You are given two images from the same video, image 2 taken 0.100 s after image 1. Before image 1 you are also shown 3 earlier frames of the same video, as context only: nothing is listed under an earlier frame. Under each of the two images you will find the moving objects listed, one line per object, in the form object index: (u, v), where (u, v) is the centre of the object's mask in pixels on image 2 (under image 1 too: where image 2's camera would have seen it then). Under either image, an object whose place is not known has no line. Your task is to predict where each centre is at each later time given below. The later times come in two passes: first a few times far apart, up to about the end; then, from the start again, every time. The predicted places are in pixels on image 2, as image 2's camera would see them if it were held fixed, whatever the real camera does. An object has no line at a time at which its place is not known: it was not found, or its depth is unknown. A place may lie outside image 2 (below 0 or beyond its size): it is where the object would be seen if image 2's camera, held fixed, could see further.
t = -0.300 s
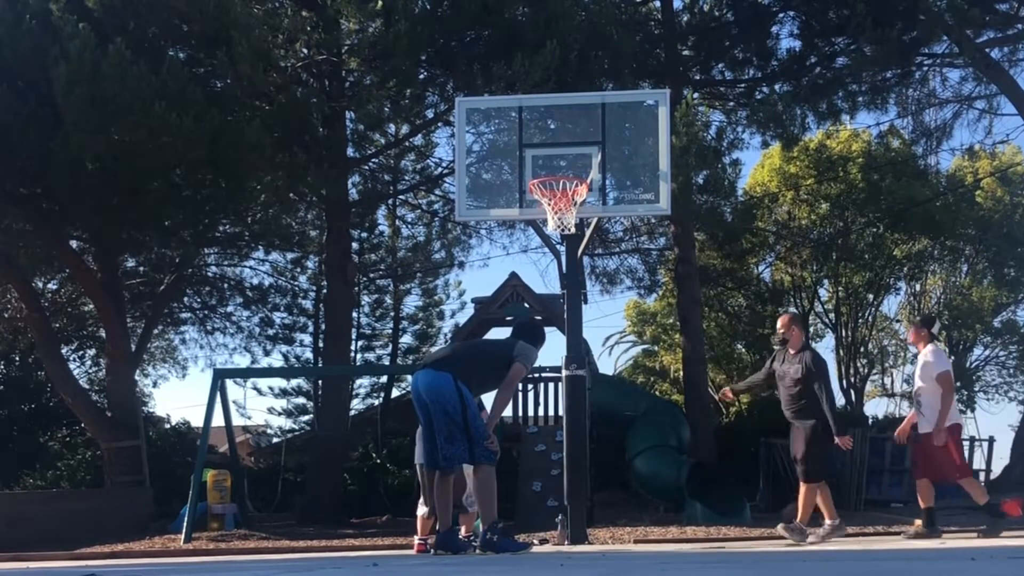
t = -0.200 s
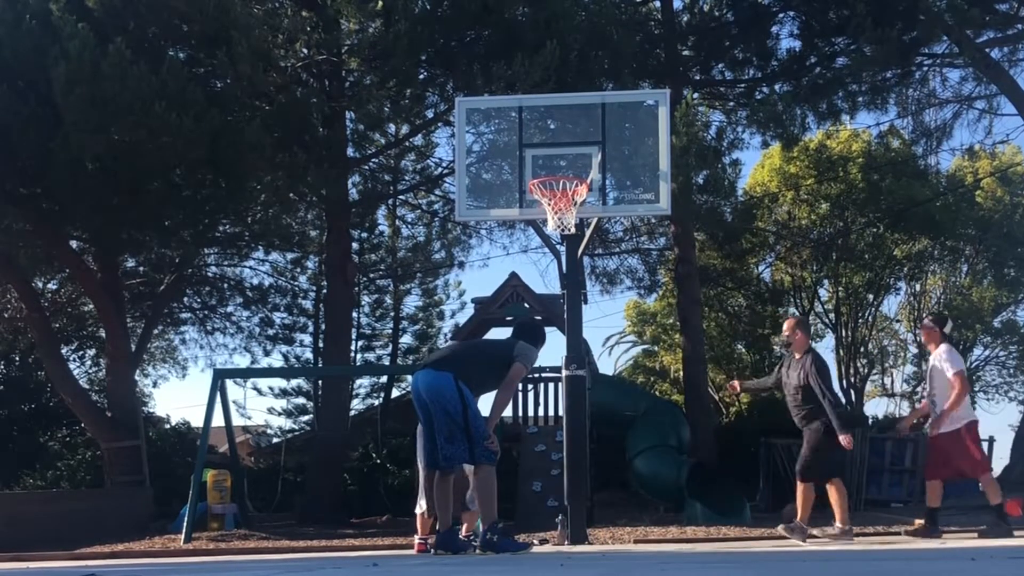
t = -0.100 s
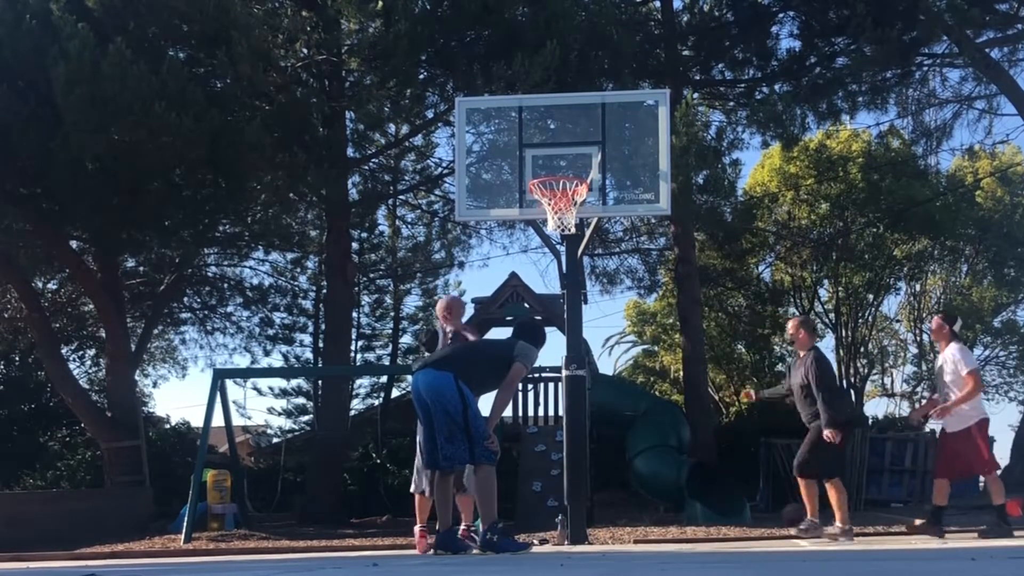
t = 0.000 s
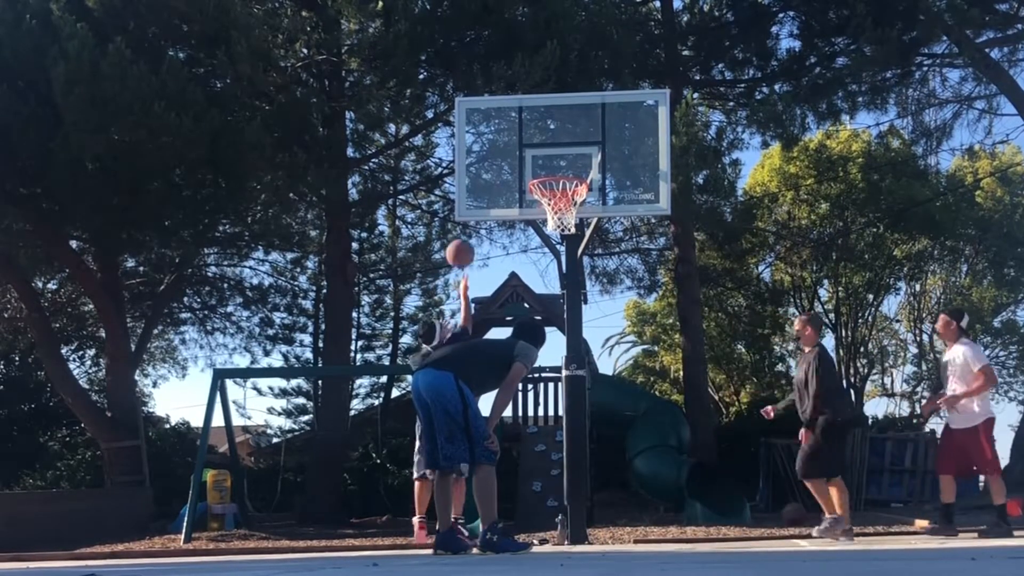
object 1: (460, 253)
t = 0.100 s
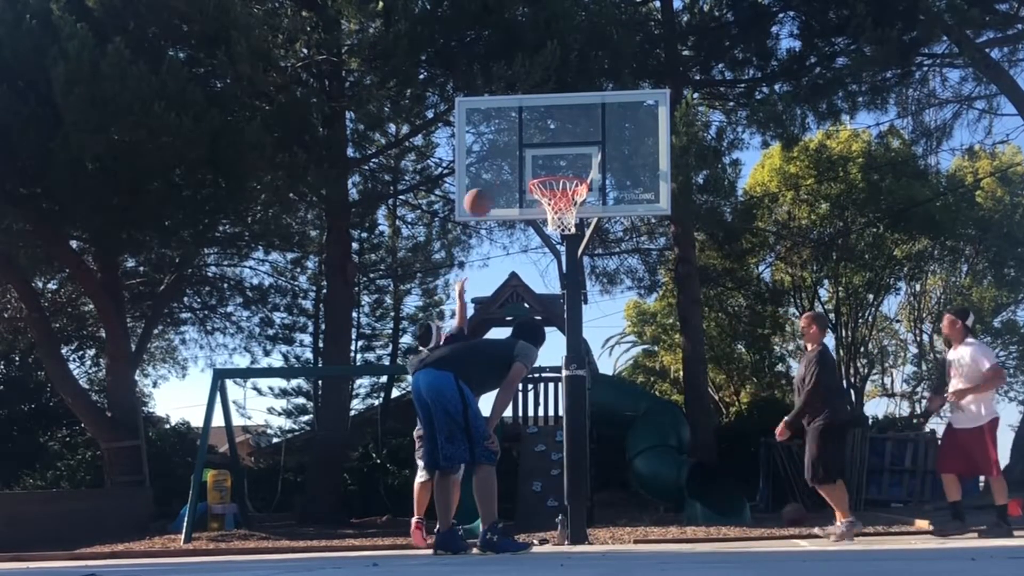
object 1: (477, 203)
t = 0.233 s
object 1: (500, 153)
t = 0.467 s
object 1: (541, 118)
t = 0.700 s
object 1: (567, 141)
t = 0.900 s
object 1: (575, 157)
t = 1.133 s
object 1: (559, 142)
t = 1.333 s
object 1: (548, 183)
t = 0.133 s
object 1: (484, 190)
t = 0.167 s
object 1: (489, 176)
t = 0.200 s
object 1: (495, 164)
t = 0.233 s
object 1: (500, 153)
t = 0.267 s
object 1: (507, 146)
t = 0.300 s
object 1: (513, 136)
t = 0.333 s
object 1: (518, 130)
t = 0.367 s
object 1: (523, 125)
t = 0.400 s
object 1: (530, 121)
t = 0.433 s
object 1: (535, 119)
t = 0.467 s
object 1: (541, 118)
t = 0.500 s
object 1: (547, 117)
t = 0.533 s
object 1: (552, 118)
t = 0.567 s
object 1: (555, 121)
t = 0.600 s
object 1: (558, 124)
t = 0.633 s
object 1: (561, 128)
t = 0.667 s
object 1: (565, 134)
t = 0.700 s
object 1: (567, 141)
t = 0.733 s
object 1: (572, 150)
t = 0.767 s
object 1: (575, 159)
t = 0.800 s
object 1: (579, 168)
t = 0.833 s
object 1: (579, 169)
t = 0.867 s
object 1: (576, 163)
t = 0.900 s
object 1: (575, 157)
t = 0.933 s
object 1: (573, 152)
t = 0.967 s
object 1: (570, 146)
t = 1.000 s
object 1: (568, 142)
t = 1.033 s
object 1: (566, 141)
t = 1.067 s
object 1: (563, 140)
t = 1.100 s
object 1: (561, 140)
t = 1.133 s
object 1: (559, 142)
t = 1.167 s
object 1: (558, 145)
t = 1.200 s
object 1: (555, 150)
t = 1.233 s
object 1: (553, 156)
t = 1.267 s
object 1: (551, 164)
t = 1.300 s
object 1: (549, 173)
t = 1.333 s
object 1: (548, 183)
